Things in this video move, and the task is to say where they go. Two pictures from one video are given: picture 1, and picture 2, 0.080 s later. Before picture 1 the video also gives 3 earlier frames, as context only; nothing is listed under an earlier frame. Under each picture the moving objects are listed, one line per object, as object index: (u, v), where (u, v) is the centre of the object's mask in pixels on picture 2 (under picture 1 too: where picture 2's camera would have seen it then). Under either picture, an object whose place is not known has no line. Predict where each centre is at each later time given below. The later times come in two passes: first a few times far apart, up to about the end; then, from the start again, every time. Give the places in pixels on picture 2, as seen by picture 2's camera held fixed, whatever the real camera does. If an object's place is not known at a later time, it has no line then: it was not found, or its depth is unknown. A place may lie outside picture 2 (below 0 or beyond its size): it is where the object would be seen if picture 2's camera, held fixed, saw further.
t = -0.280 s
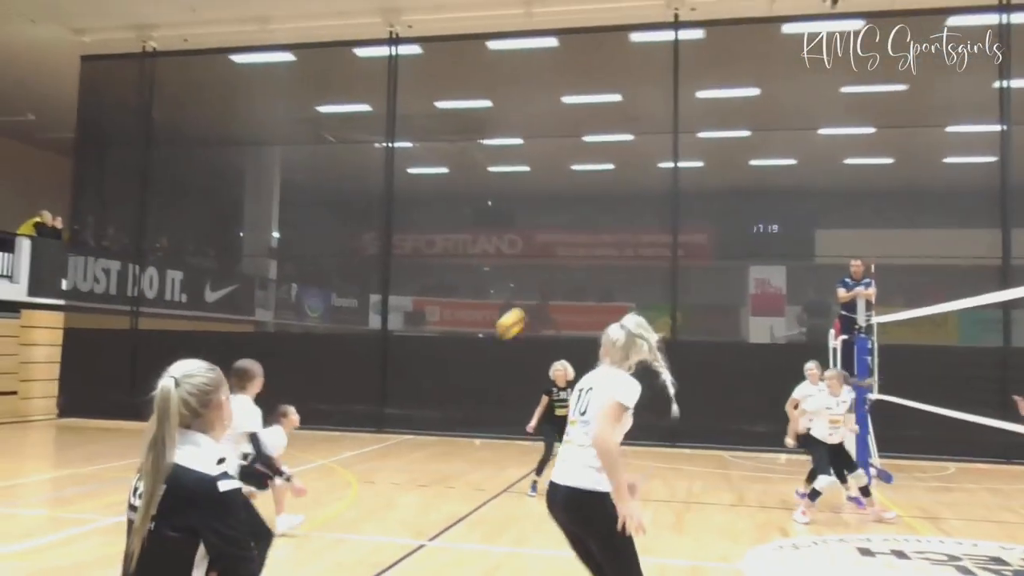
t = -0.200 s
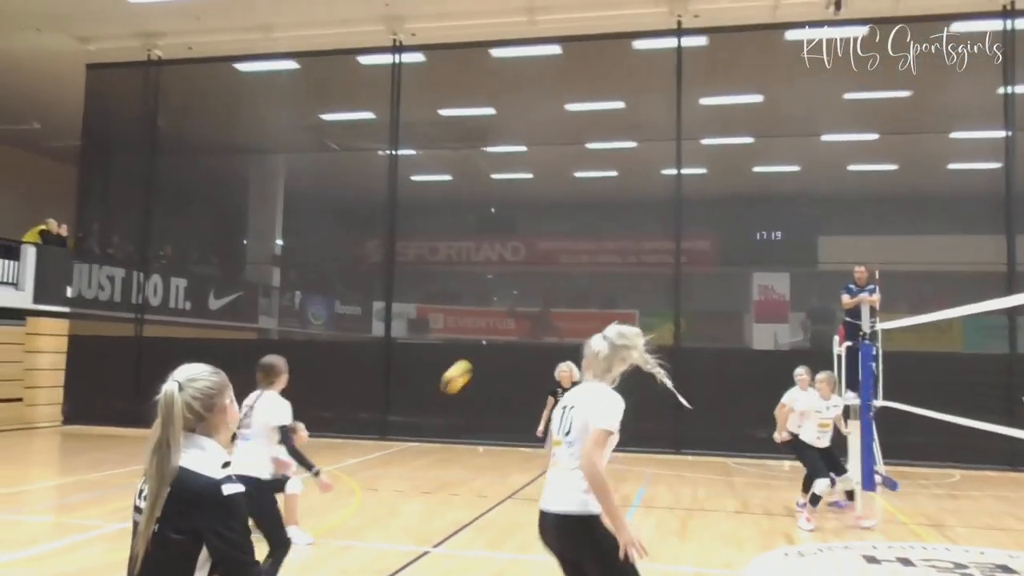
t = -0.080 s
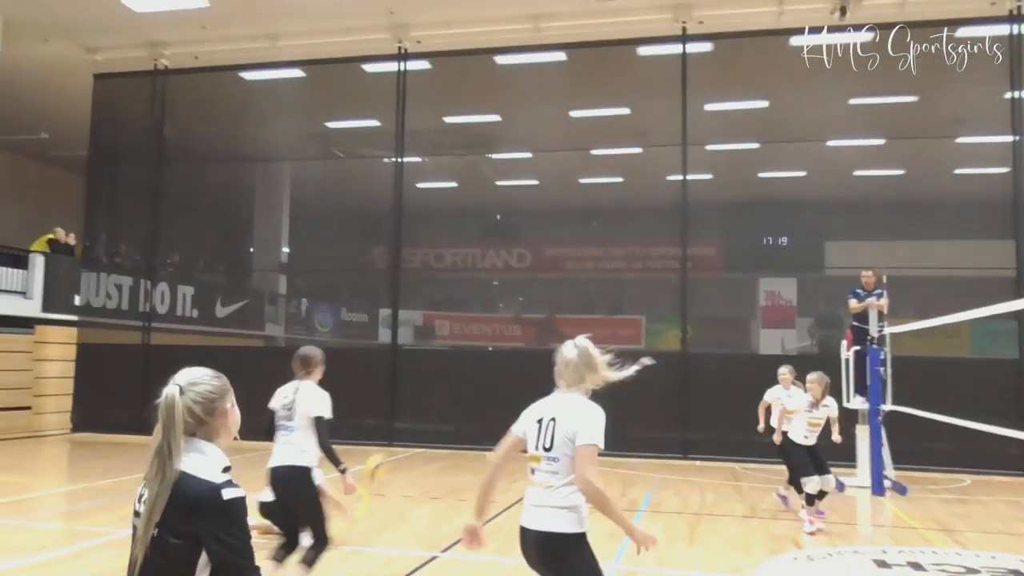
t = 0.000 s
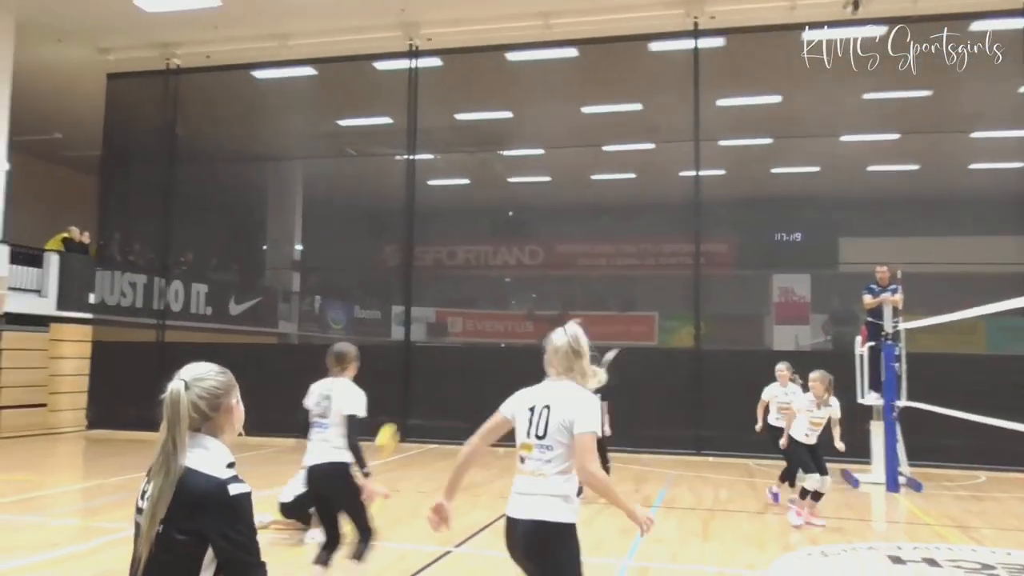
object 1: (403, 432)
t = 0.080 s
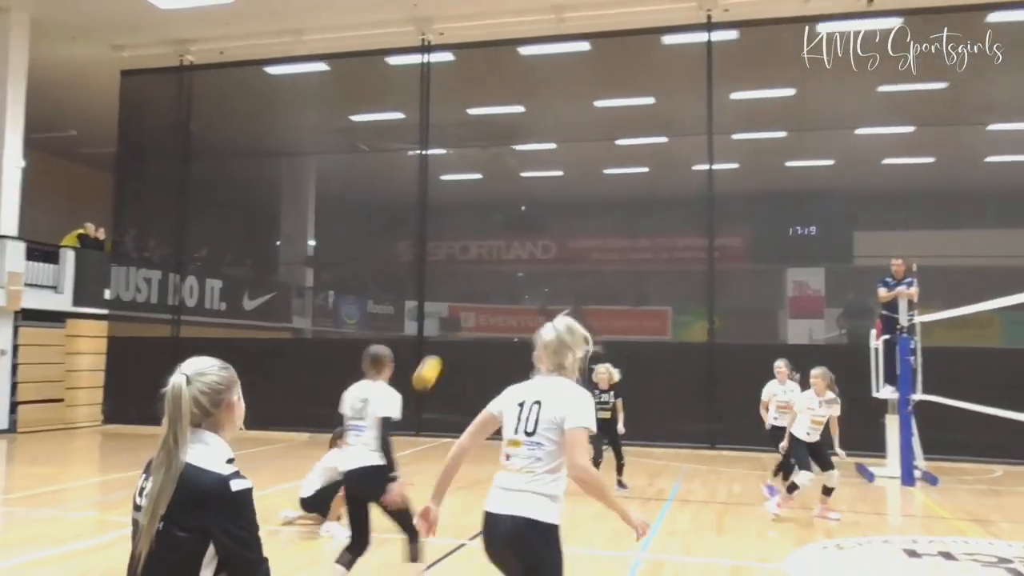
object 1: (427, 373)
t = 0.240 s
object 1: (482, 263)
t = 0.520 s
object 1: (577, 128)
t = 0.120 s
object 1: (441, 344)
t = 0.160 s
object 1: (454, 316)
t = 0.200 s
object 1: (469, 288)
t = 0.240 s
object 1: (482, 263)
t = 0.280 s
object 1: (496, 239)
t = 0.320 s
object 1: (509, 217)
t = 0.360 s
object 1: (522, 196)
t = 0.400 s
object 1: (535, 178)
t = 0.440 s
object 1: (550, 159)
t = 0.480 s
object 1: (563, 142)
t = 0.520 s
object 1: (577, 128)
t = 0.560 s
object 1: (590, 116)
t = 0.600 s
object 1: (603, 105)
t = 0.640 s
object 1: (617, 95)
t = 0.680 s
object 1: (631, 86)
